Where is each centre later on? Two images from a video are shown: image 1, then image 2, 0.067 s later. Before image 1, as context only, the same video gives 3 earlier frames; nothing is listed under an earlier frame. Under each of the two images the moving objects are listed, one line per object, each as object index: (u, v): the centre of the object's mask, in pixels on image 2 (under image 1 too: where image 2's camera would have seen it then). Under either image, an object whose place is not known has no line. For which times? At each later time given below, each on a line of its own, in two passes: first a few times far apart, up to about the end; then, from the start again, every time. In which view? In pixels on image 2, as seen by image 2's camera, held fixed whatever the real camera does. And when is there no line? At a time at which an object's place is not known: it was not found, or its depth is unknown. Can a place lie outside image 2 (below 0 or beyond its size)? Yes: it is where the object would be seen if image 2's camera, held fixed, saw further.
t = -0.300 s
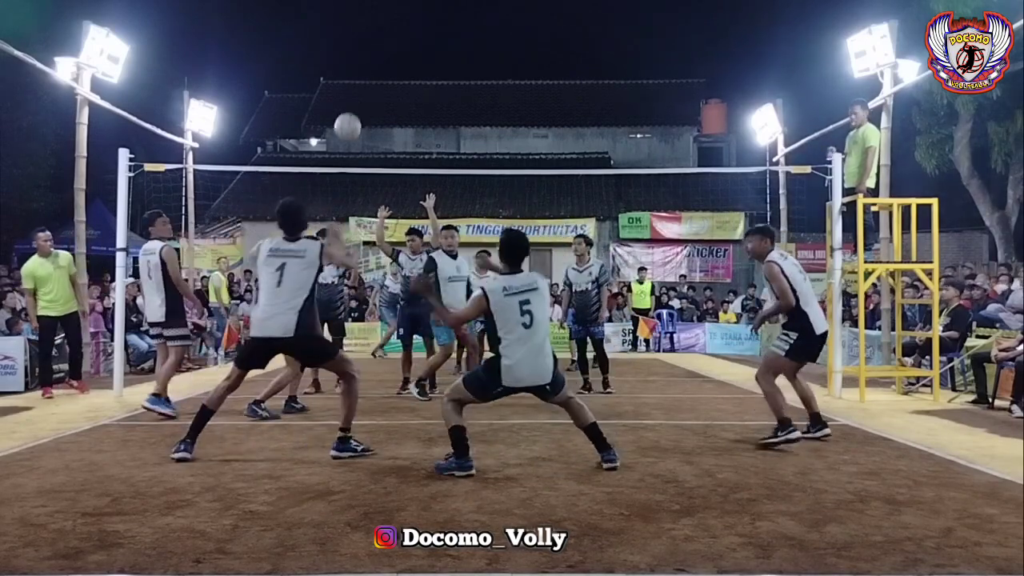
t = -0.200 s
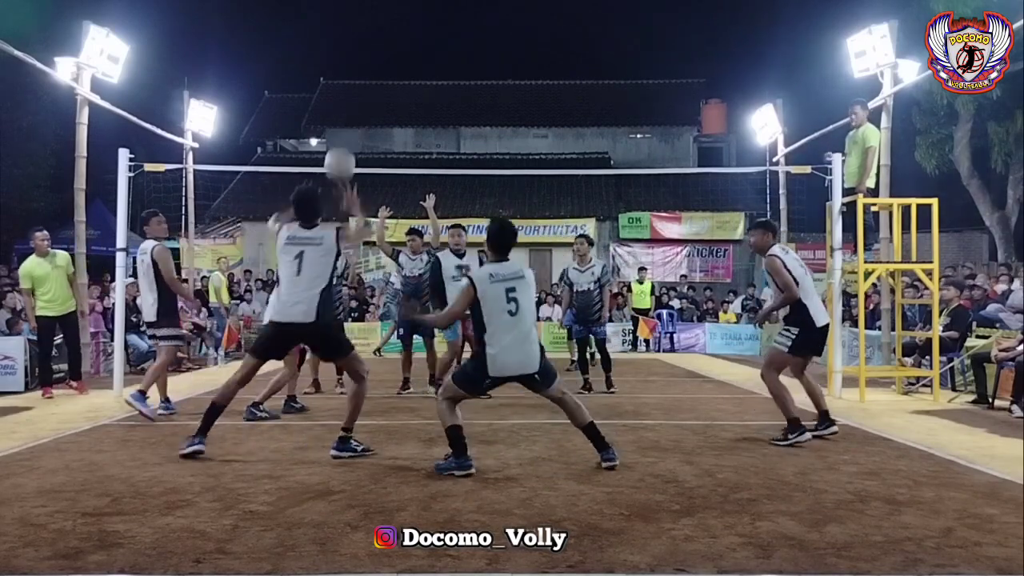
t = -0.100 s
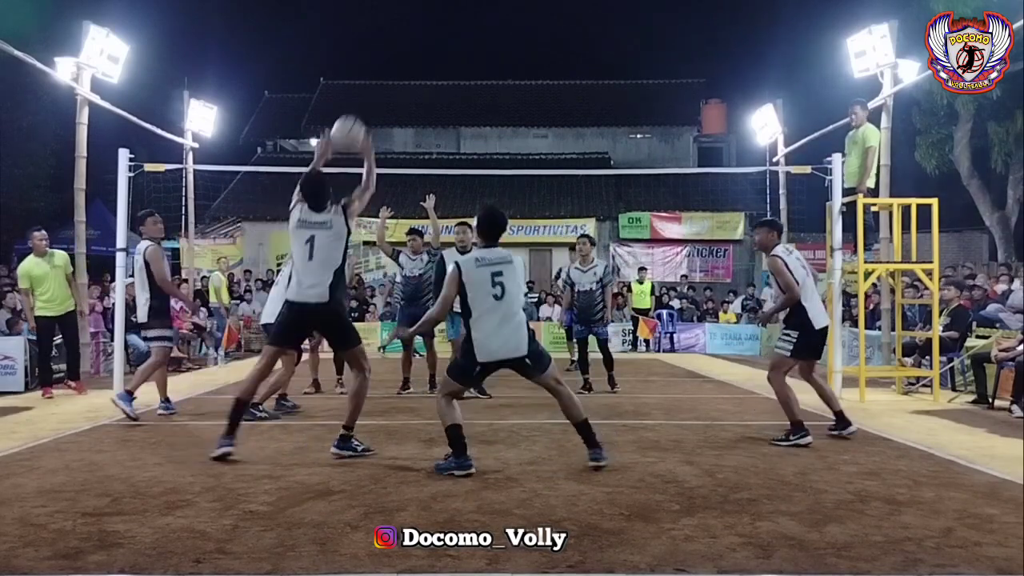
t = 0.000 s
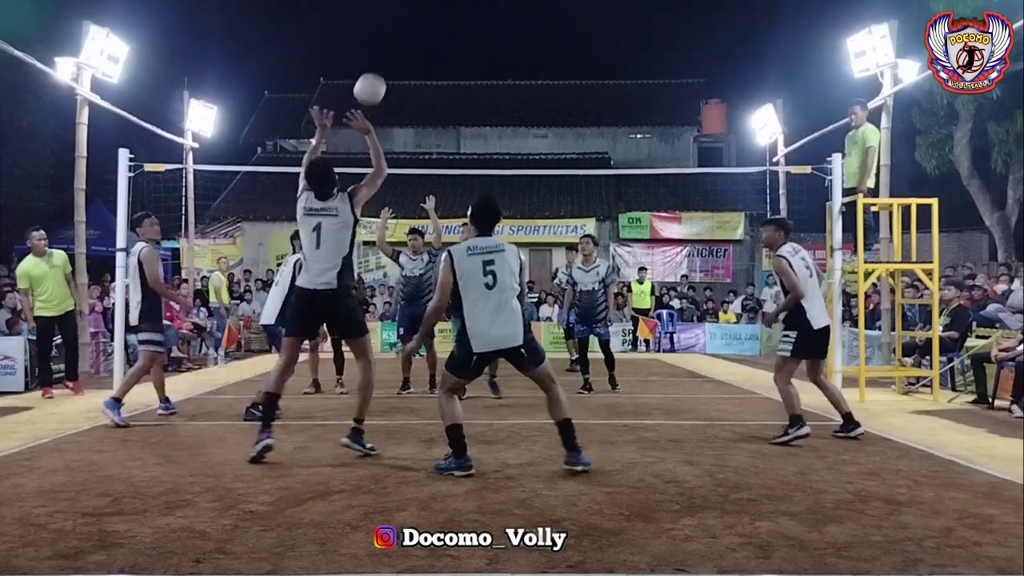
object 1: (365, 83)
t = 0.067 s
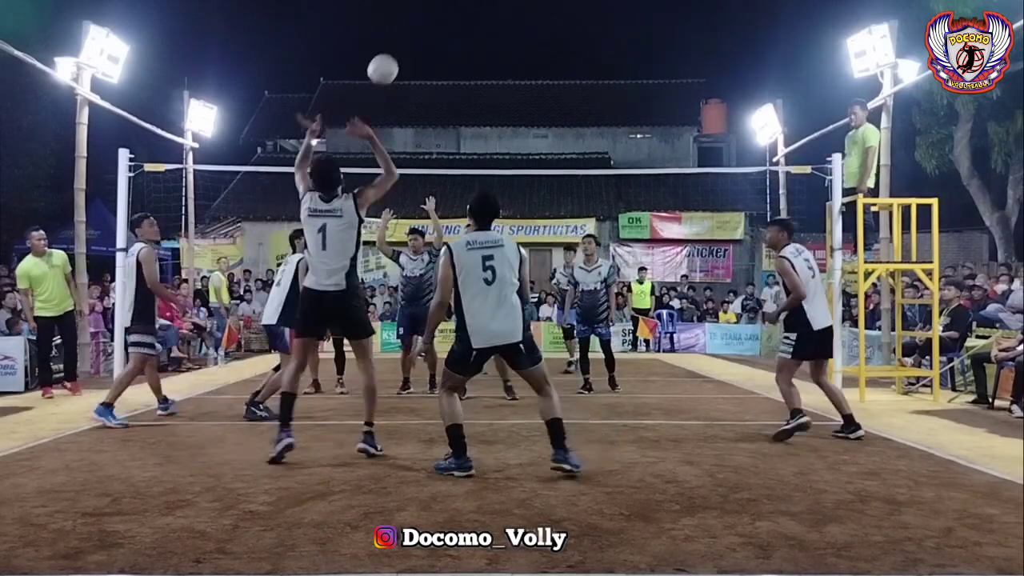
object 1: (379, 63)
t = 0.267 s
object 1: (412, 43)
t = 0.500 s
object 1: (442, 75)
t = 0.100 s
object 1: (386, 56)
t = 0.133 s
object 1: (392, 50)
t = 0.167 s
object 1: (397, 47)
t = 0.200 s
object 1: (402, 45)
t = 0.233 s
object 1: (407, 43)
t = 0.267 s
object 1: (412, 43)
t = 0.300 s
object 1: (417, 44)
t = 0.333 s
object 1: (421, 47)
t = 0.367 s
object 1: (426, 50)
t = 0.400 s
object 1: (430, 55)
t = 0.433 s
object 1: (434, 60)
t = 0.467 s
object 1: (438, 67)
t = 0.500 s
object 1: (442, 75)
